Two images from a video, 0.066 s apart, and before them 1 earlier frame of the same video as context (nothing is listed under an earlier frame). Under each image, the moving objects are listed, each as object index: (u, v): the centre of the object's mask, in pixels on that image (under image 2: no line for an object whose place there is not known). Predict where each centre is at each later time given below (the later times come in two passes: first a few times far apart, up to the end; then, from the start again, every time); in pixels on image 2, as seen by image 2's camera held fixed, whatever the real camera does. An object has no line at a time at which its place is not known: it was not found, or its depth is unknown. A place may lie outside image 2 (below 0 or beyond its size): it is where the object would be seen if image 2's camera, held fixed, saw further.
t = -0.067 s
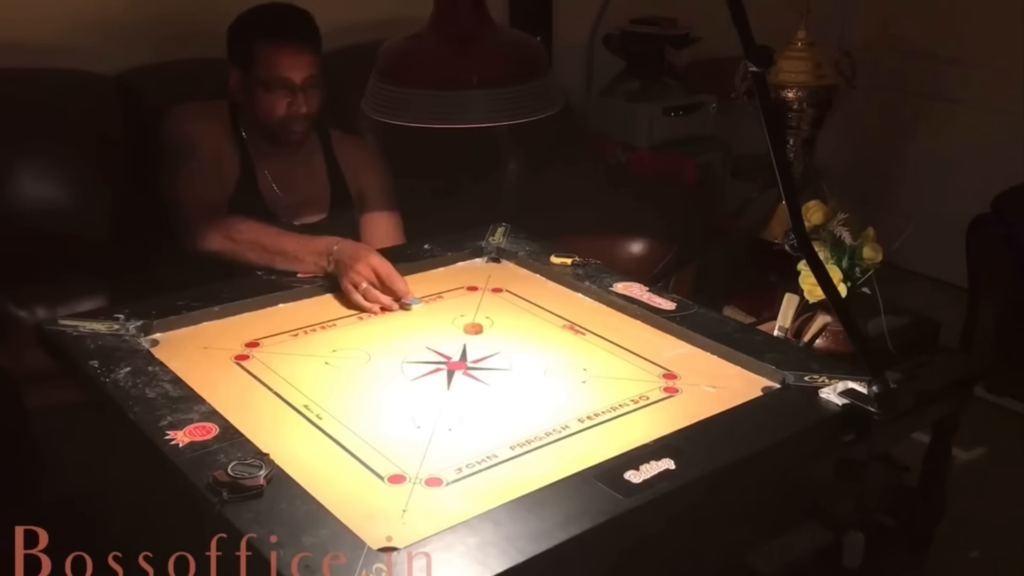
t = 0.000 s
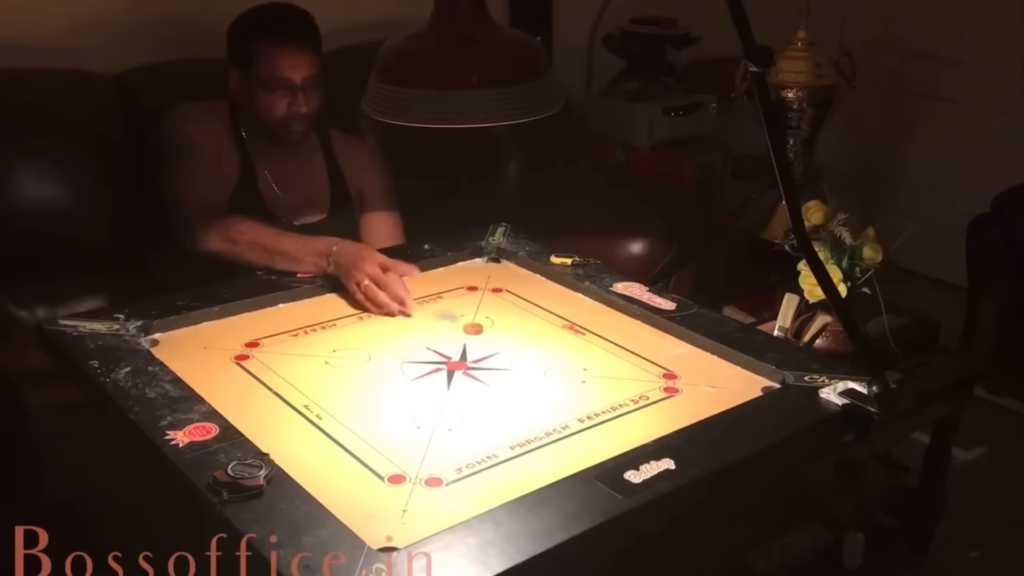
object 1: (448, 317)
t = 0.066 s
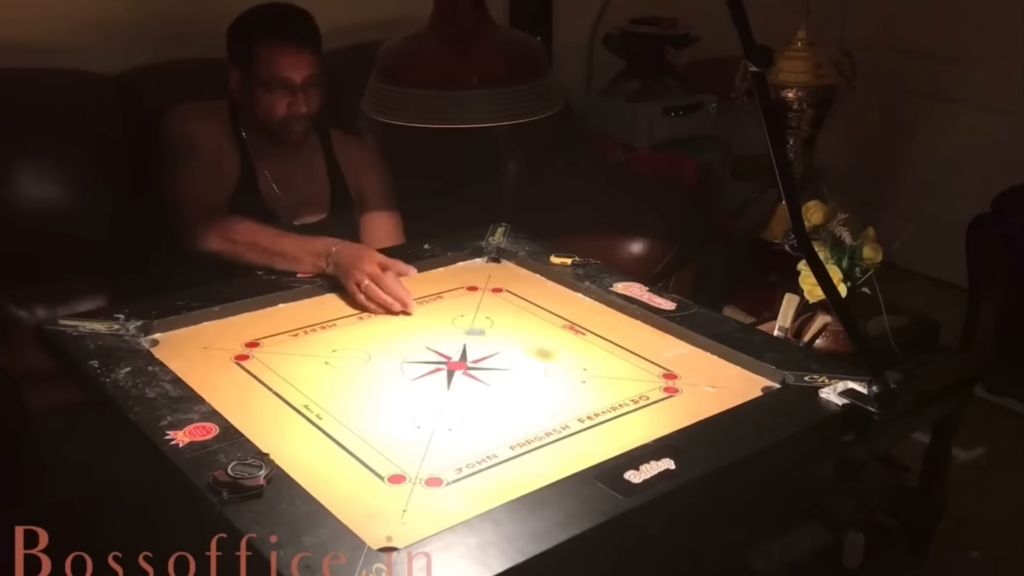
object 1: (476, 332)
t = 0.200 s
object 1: (523, 364)
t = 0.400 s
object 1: (587, 404)
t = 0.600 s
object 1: (644, 437)
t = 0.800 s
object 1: (594, 417)
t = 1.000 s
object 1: (564, 403)
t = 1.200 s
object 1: (560, 401)
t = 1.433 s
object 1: (559, 401)
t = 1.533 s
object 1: (559, 401)
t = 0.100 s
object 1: (487, 340)
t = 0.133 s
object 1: (500, 348)
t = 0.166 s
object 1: (507, 353)
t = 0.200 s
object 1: (523, 364)
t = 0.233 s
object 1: (536, 370)
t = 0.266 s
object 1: (544, 377)
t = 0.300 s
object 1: (555, 384)
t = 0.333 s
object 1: (566, 390)
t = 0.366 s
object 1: (577, 397)
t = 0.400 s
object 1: (587, 404)
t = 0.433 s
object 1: (598, 410)
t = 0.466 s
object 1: (609, 417)
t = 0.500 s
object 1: (620, 424)
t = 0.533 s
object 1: (631, 431)
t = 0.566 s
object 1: (639, 436)
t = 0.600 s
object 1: (644, 437)
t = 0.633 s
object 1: (637, 437)
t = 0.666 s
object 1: (629, 433)
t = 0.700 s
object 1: (619, 429)
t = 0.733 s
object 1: (611, 425)
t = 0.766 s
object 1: (602, 421)
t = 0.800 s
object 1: (594, 417)
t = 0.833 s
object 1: (588, 414)
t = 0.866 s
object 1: (581, 412)
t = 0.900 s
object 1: (575, 409)
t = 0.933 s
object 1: (570, 406)
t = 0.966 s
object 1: (567, 405)
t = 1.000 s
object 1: (564, 403)
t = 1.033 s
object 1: (561, 402)
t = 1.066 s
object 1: (560, 401)
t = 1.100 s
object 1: (560, 401)
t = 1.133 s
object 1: (560, 401)
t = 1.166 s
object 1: (560, 401)
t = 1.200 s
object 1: (560, 401)
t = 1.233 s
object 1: (560, 401)
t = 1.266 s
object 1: (560, 401)
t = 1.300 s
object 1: (560, 401)
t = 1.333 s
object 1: (560, 401)
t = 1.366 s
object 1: (560, 401)
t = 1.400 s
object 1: (559, 401)
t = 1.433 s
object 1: (559, 401)
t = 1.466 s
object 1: (559, 401)
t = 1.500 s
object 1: (559, 401)
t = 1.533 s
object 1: (559, 401)
